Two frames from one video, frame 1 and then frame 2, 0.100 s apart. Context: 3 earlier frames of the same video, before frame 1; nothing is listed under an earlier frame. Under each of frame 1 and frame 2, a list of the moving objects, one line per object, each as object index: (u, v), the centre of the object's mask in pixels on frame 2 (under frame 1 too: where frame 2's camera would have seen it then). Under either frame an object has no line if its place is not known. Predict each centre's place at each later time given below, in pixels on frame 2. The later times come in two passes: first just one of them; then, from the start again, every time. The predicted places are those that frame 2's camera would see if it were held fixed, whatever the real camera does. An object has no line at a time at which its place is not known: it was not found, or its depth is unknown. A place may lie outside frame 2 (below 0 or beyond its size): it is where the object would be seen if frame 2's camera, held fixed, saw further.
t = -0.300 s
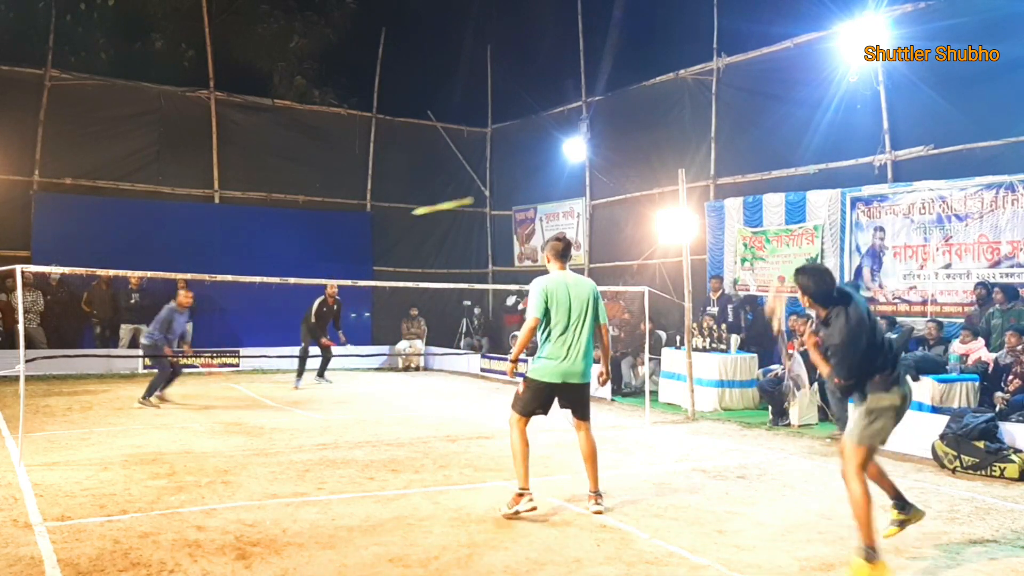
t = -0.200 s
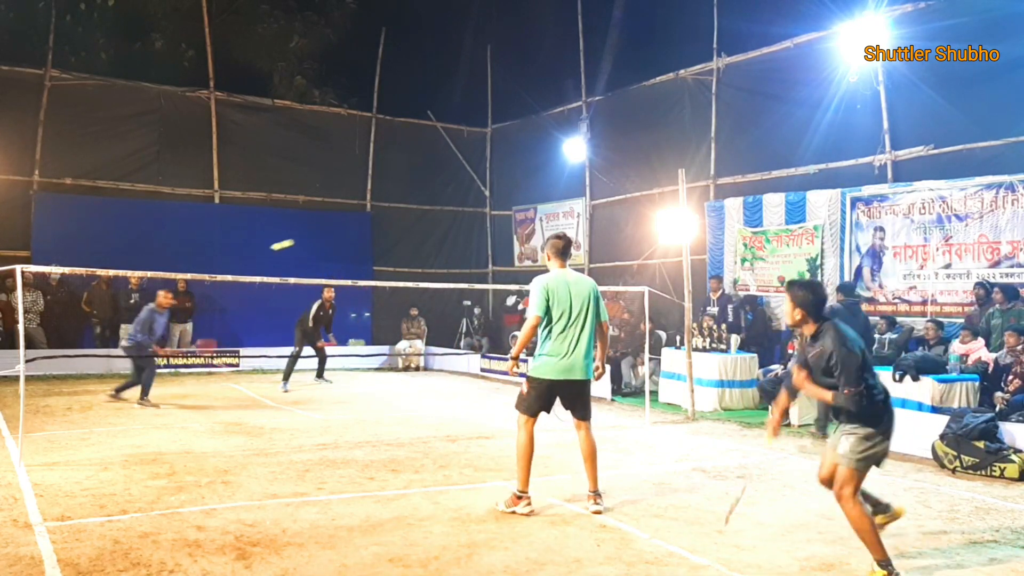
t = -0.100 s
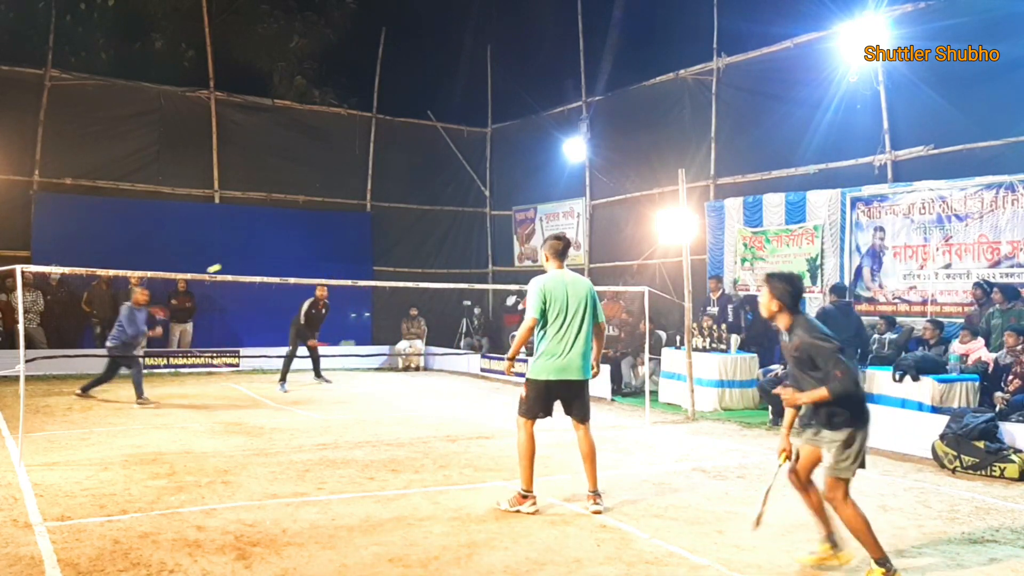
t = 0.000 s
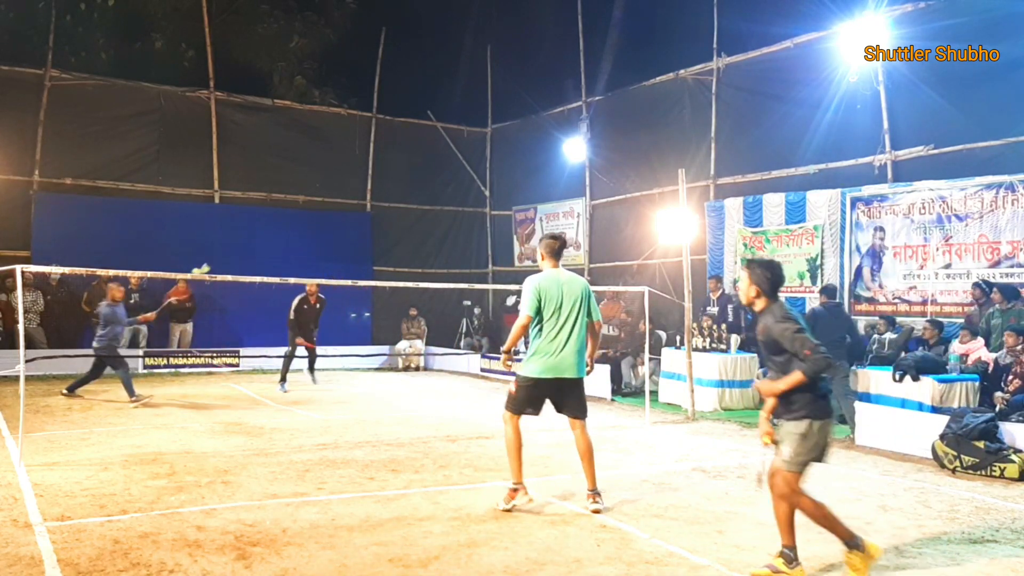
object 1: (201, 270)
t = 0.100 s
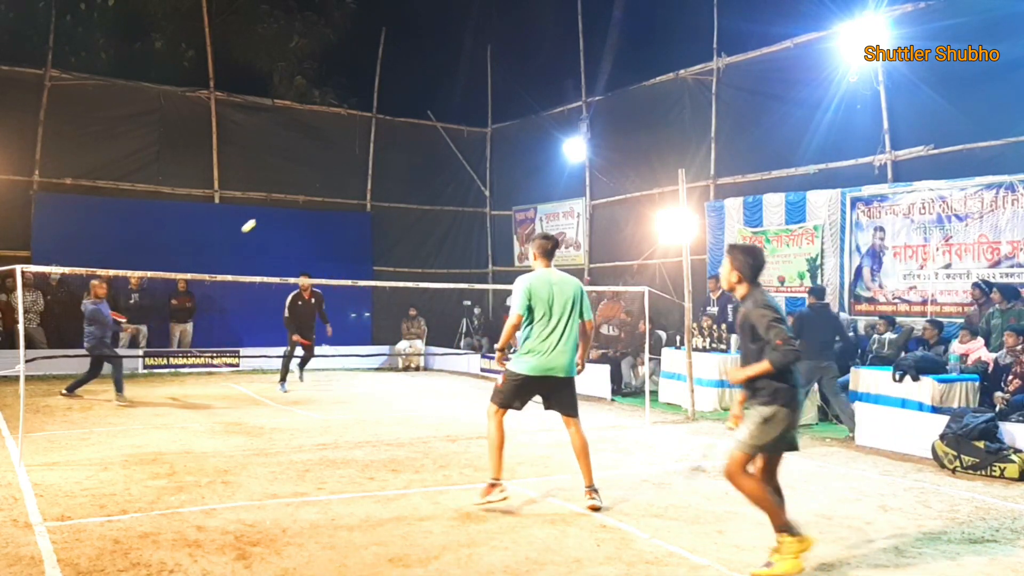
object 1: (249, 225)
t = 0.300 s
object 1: (330, 177)
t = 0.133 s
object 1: (263, 214)
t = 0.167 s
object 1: (277, 203)
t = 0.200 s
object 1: (291, 195)
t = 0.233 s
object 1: (304, 187)
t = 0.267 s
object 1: (317, 182)
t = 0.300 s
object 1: (330, 177)
